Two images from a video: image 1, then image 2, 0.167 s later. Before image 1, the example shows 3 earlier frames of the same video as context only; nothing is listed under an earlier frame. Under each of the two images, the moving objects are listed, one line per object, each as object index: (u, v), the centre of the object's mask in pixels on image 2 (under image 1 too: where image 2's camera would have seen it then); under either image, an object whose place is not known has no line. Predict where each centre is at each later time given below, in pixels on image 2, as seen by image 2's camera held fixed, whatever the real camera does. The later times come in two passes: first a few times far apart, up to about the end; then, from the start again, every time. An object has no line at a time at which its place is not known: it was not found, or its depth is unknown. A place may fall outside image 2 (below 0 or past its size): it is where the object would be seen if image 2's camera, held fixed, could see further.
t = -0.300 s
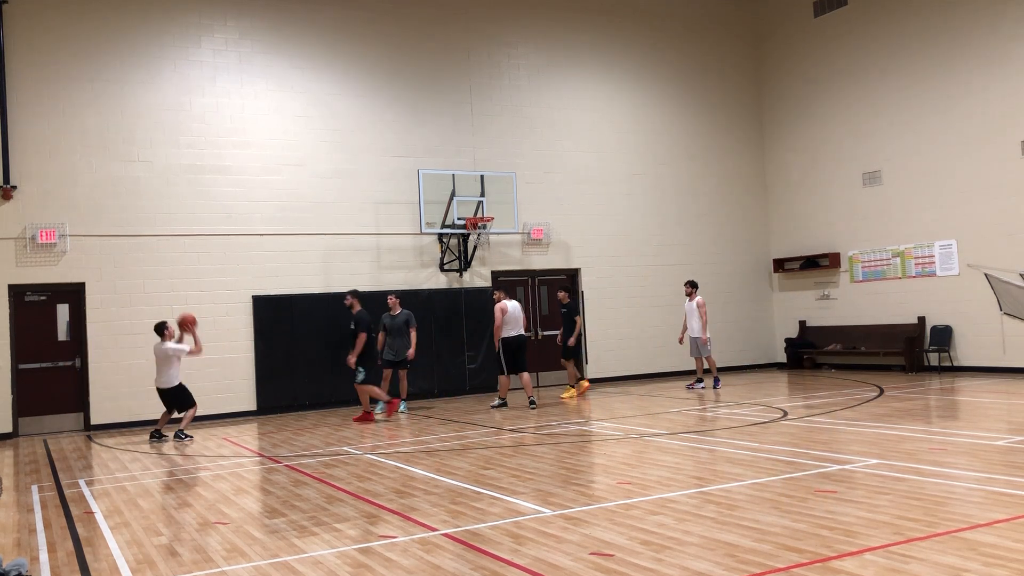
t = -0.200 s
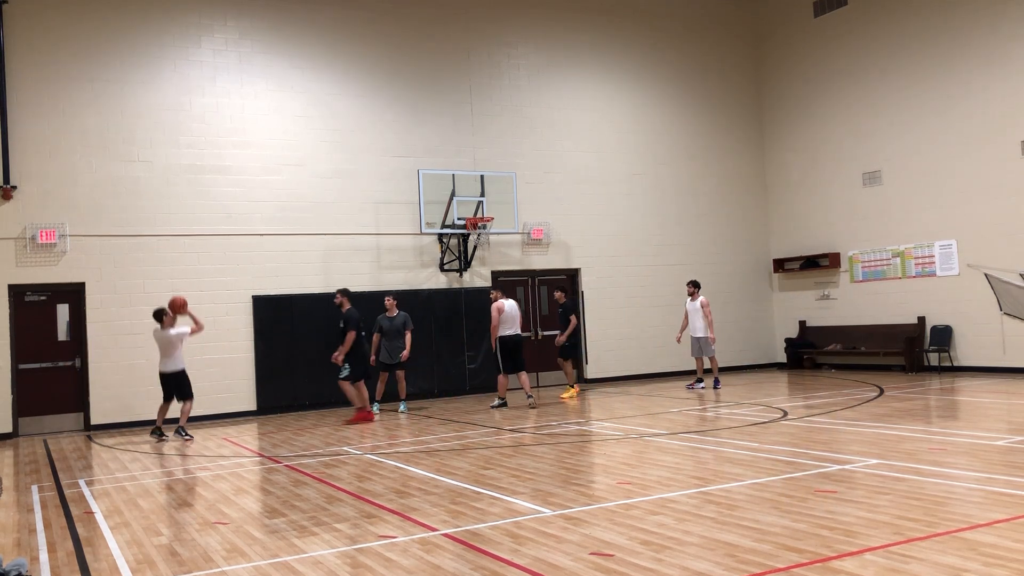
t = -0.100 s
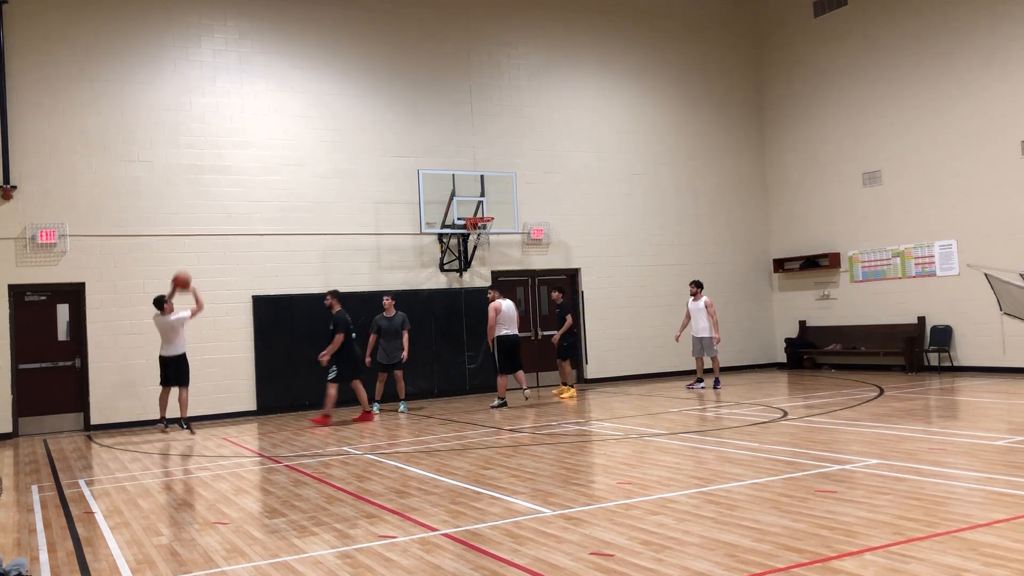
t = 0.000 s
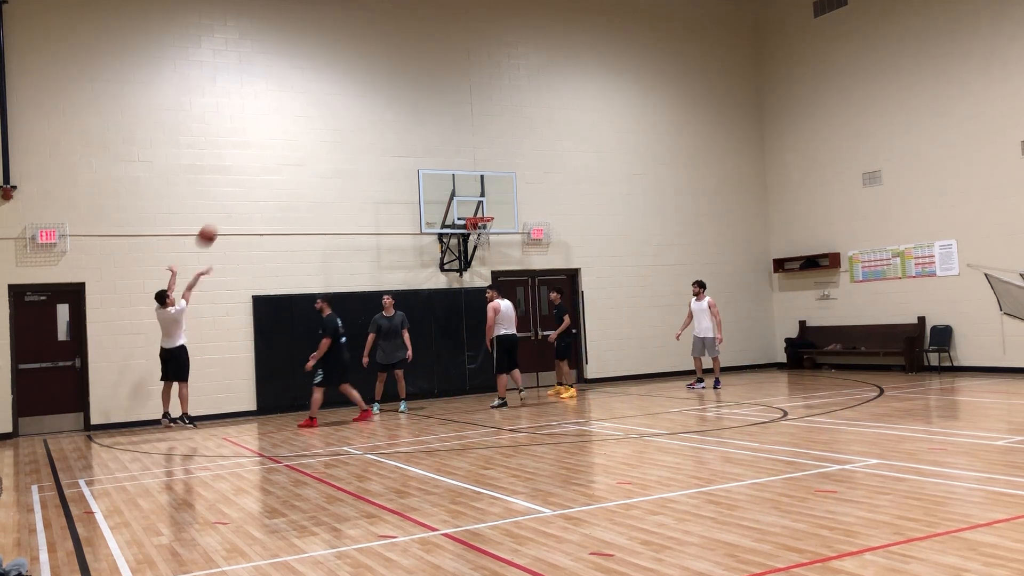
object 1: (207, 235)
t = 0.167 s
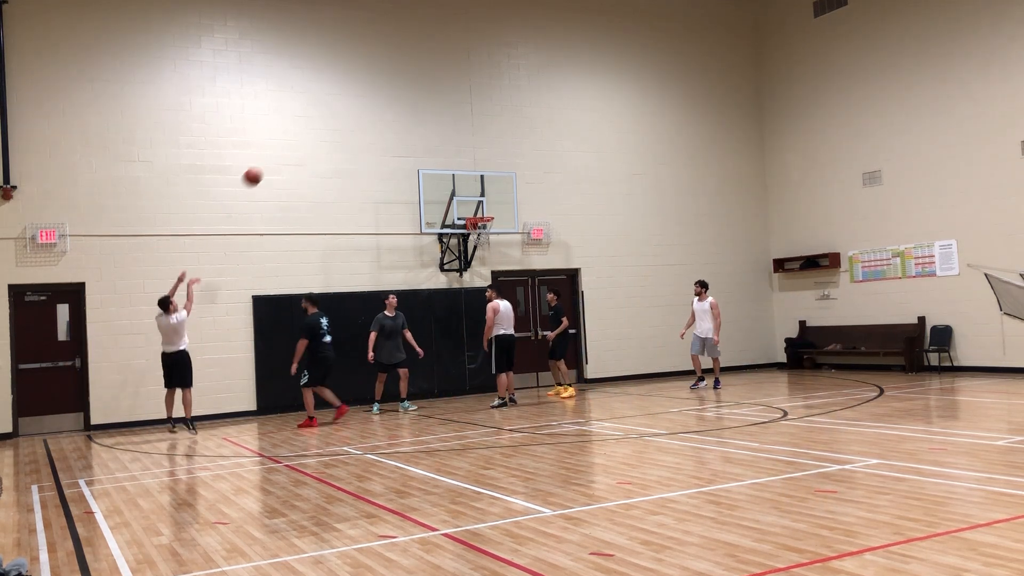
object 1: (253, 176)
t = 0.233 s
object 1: (270, 160)
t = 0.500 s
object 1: (335, 127)
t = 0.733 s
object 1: (386, 137)
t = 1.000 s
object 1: (441, 185)
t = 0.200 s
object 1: (261, 168)
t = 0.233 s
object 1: (270, 160)
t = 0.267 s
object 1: (279, 153)
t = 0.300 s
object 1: (287, 147)
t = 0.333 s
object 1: (295, 142)
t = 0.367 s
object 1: (303, 137)
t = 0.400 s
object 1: (311, 134)
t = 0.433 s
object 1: (319, 131)
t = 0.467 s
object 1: (327, 129)
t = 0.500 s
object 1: (335, 127)
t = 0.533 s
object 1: (342, 127)
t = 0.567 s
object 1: (349, 127)
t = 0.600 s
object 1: (358, 127)
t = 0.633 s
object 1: (364, 129)
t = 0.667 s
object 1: (372, 131)
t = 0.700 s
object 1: (379, 133)
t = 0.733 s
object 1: (386, 137)
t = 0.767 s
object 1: (393, 141)
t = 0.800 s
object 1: (400, 145)
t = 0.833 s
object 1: (407, 151)
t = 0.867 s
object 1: (414, 156)
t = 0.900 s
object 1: (421, 162)
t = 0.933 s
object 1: (427, 170)
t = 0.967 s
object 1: (434, 177)
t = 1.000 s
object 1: (441, 185)
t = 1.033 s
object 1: (447, 193)
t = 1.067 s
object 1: (455, 203)
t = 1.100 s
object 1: (460, 212)
